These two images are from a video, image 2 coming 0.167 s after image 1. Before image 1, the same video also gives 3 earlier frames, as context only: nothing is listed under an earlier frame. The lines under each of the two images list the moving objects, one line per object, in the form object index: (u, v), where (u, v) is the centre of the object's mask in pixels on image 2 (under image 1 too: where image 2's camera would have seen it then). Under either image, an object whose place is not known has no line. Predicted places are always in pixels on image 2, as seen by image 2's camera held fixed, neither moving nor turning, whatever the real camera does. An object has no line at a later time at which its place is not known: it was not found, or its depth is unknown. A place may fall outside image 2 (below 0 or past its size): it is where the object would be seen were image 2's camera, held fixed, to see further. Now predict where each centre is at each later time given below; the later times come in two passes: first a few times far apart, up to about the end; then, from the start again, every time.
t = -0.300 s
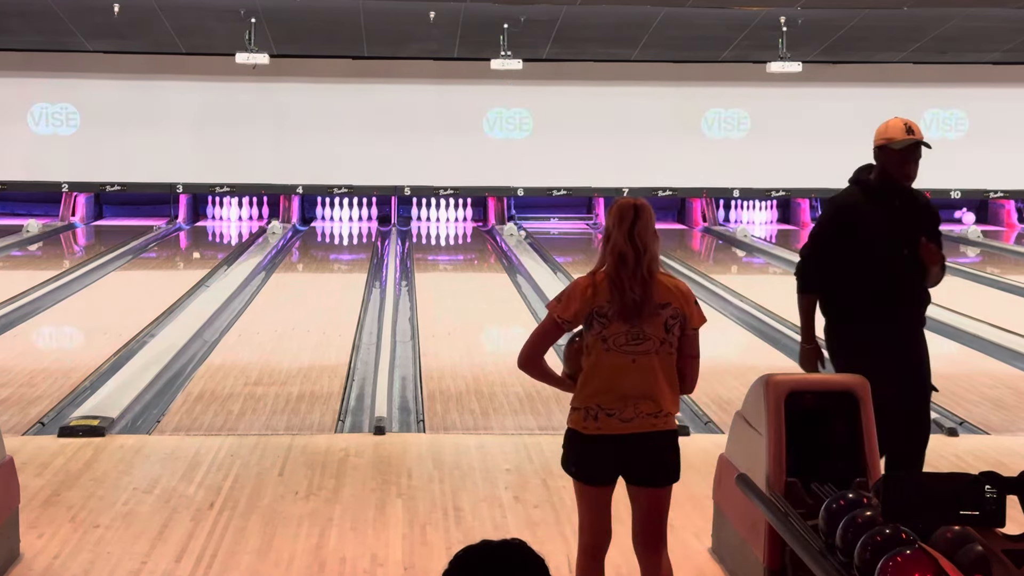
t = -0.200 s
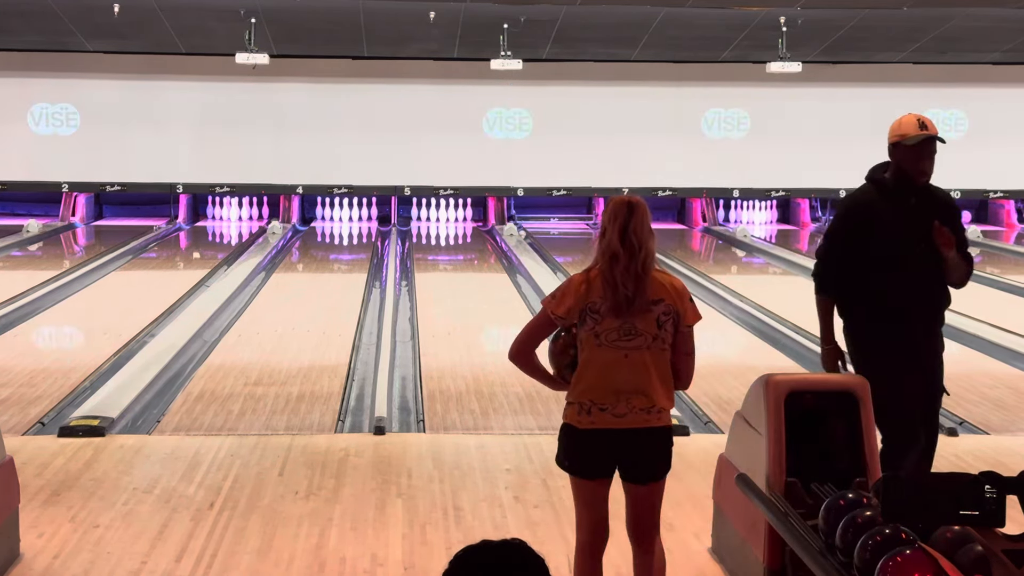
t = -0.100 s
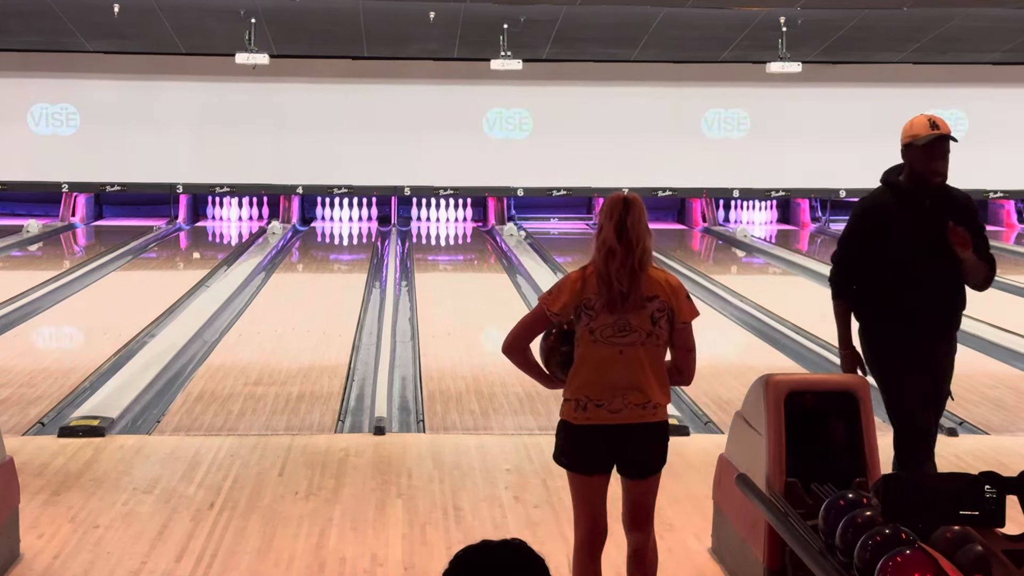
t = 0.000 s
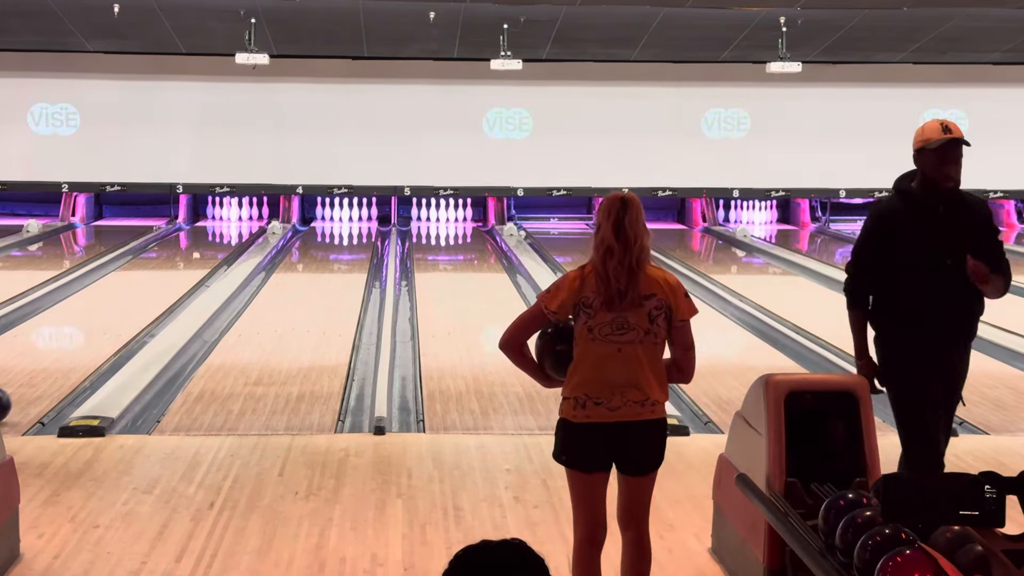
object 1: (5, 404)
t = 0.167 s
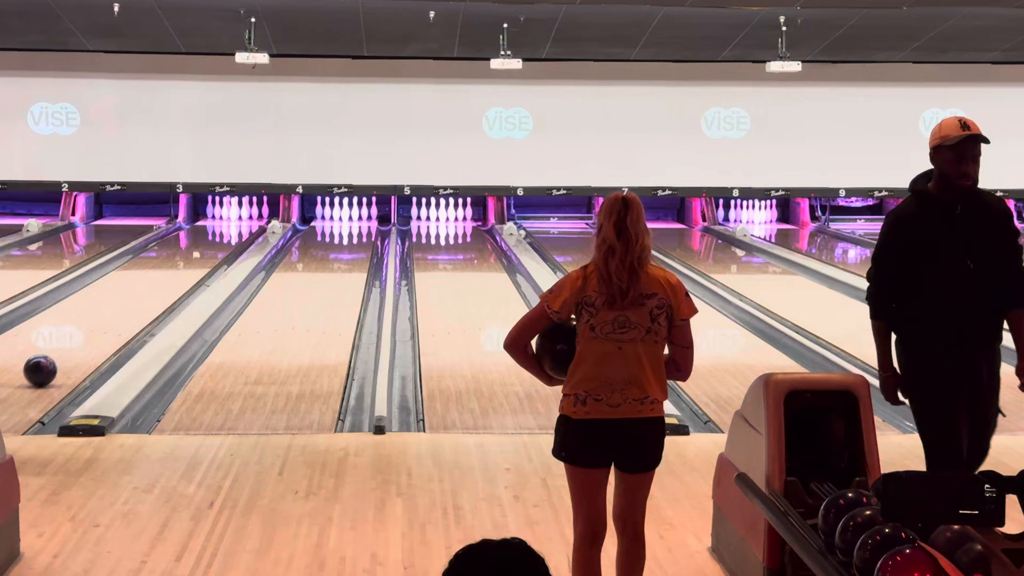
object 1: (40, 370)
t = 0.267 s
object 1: (63, 353)
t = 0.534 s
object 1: (113, 318)
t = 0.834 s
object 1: (153, 289)
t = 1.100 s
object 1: (179, 270)
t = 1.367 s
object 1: (199, 254)
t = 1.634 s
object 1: (215, 241)
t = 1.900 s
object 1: (226, 231)
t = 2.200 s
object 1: (233, 222)
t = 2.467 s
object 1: (235, 215)
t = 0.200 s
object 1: (48, 364)
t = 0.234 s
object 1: (56, 358)
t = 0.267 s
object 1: (63, 353)
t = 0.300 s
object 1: (71, 348)
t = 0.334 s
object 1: (78, 343)
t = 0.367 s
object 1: (84, 338)
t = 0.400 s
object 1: (90, 333)
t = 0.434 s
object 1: (96, 329)
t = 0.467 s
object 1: (102, 325)
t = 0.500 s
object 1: (108, 321)
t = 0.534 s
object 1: (113, 318)
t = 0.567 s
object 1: (118, 314)
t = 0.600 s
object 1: (123, 311)
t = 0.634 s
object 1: (128, 307)
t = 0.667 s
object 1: (133, 304)
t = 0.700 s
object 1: (137, 301)
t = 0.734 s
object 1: (141, 298)
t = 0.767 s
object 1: (146, 295)
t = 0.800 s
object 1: (149, 292)
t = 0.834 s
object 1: (153, 289)
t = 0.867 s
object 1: (157, 287)
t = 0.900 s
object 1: (160, 284)
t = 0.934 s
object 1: (164, 281)
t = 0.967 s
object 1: (167, 279)
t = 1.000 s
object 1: (170, 277)
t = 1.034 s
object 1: (174, 274)
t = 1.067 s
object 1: (177, 272)
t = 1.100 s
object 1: (179, 270)
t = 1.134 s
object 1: (182, 267)
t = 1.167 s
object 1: (185, 265)
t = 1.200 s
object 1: (187, 263)
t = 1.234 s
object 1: (190, 261)
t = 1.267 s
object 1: (192, 259)
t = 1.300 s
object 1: (195, 257)
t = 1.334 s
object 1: (197, 256)
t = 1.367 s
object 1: (199, 254)
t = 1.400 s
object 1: (201, 252)
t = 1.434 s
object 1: (204, 250)
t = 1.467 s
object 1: (206, 249)
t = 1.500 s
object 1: (207, 247)
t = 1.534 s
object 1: (210, 245)
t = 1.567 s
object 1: (212, 244)
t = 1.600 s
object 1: (213, 243)
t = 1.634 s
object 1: (215, 241)
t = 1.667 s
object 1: (216, 239)
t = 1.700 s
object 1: (218, 238)
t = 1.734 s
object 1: (220, 237)
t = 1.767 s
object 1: (221, 236)
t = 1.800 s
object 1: (222, 235)
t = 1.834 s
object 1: (224, 233)
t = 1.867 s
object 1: (225, 232)
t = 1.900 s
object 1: (226, 231)
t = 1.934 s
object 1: (227, 230)
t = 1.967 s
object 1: (228, 229)
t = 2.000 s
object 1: (229, 227)
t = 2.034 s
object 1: (230, 226)
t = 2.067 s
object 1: (231, 225)
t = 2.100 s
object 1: (232, 224)
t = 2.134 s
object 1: (232, 224)
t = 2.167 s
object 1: (233, 223)
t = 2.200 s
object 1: (233, 222)
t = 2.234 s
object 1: (234, 221)
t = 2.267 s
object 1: (234, 220)
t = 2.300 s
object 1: (234, 219)
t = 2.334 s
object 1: (234, 219)
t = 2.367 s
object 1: (235, 218)
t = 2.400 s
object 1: (235, 217)
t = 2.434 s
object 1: (235, 216)
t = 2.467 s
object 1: (235, 215)
